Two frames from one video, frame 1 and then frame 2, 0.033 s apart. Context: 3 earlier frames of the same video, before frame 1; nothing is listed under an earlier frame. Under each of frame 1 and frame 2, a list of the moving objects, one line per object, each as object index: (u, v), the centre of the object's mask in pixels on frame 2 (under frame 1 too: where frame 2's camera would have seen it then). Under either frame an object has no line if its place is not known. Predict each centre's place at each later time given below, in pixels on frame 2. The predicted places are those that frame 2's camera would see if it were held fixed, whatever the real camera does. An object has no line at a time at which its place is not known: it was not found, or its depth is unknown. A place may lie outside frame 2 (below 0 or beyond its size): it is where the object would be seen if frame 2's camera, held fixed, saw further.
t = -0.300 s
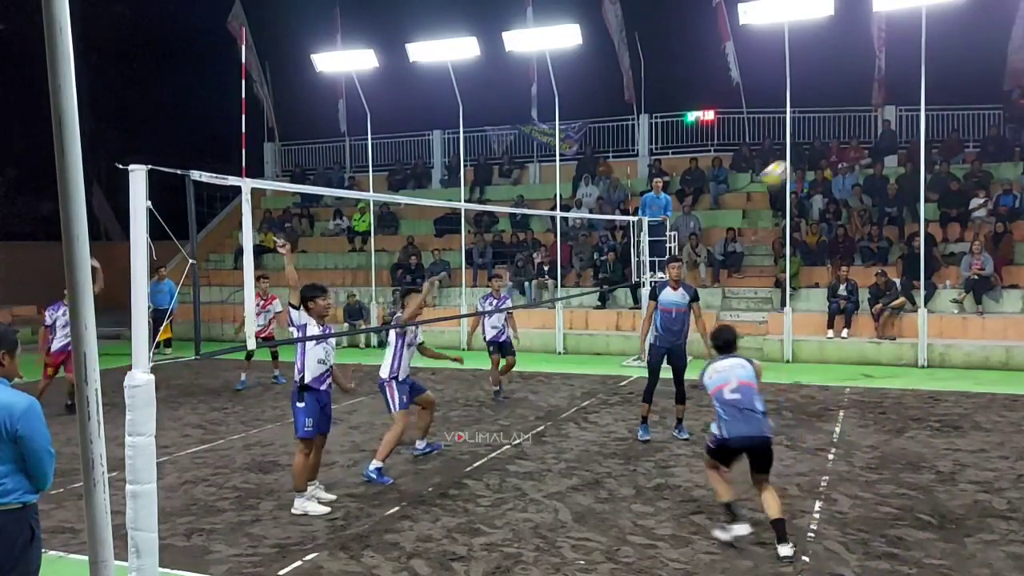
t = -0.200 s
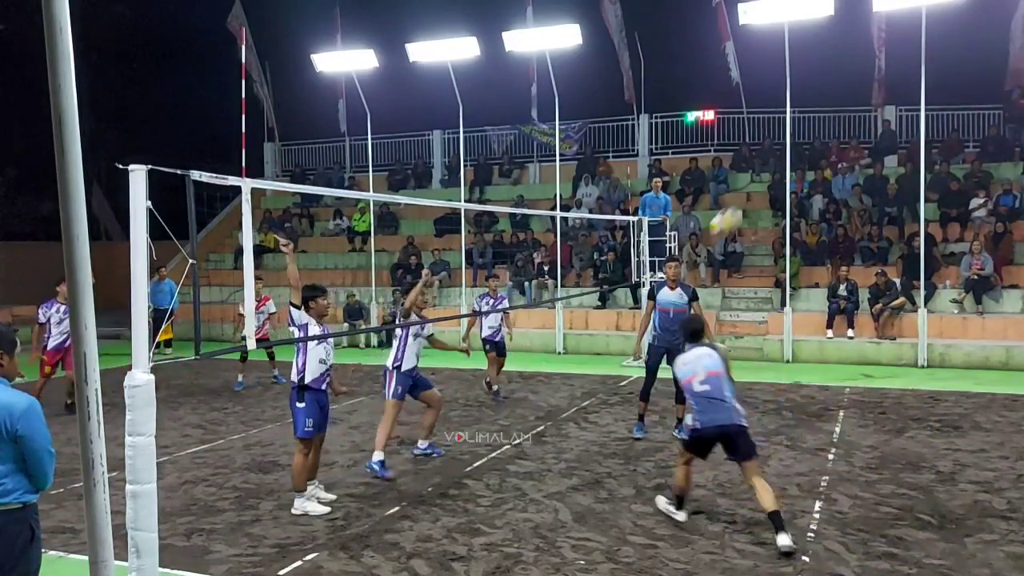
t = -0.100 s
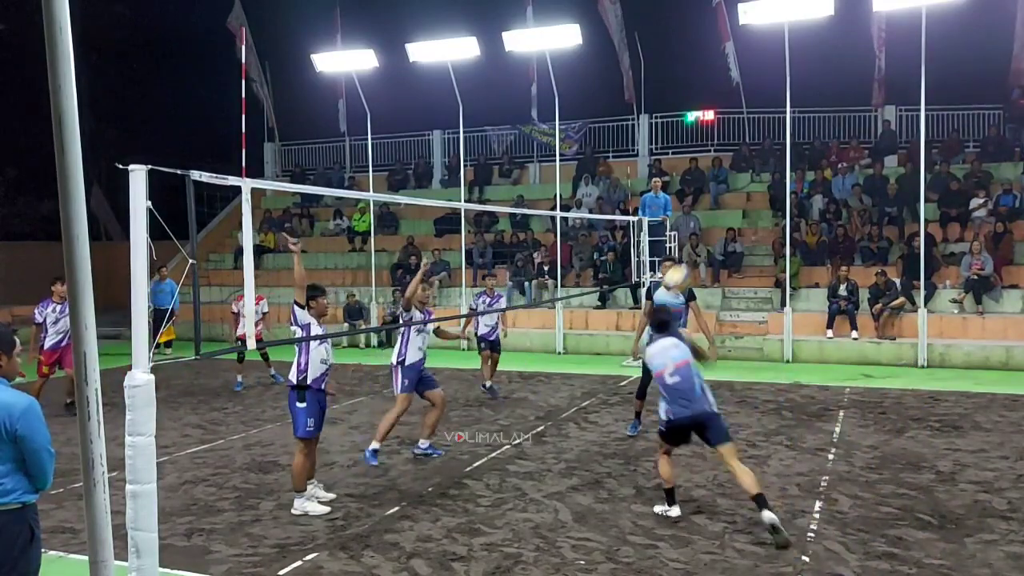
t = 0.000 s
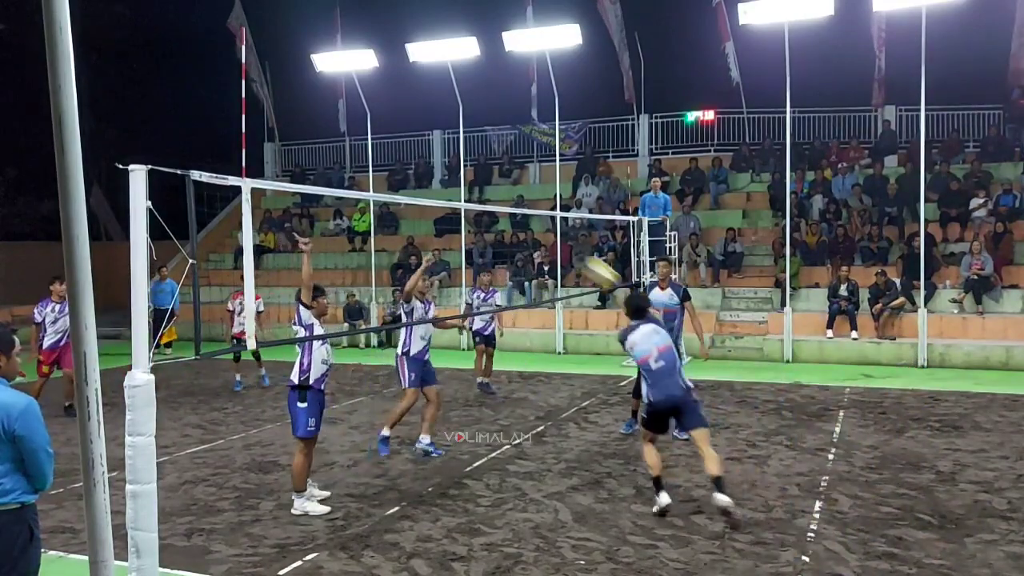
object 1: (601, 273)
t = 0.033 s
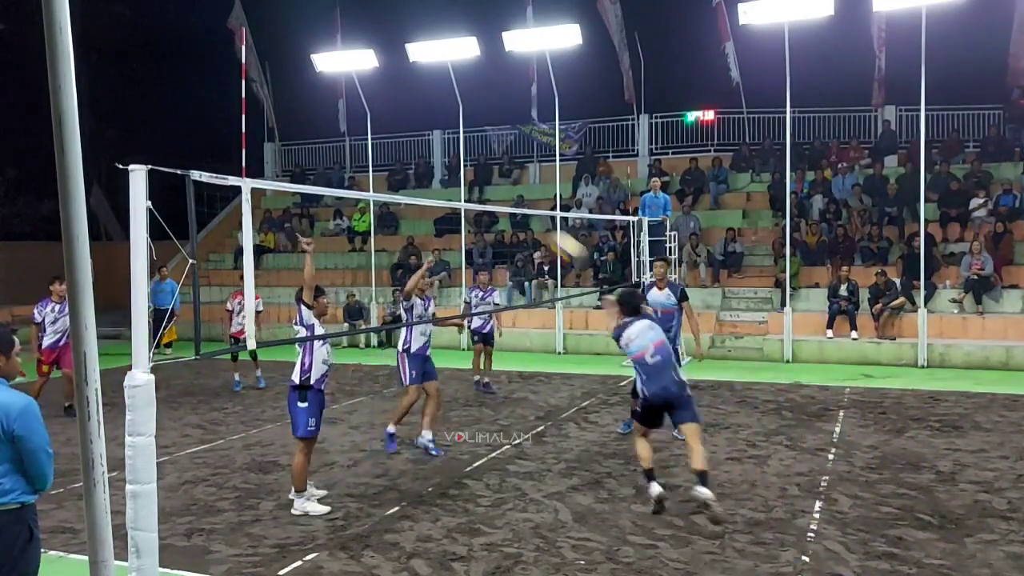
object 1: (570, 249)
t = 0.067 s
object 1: (537, 226)
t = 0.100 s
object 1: (500, 196)
